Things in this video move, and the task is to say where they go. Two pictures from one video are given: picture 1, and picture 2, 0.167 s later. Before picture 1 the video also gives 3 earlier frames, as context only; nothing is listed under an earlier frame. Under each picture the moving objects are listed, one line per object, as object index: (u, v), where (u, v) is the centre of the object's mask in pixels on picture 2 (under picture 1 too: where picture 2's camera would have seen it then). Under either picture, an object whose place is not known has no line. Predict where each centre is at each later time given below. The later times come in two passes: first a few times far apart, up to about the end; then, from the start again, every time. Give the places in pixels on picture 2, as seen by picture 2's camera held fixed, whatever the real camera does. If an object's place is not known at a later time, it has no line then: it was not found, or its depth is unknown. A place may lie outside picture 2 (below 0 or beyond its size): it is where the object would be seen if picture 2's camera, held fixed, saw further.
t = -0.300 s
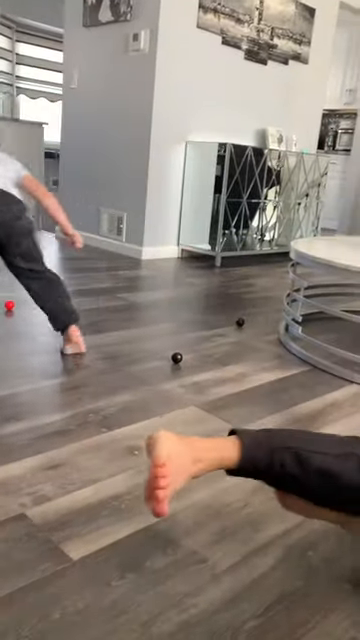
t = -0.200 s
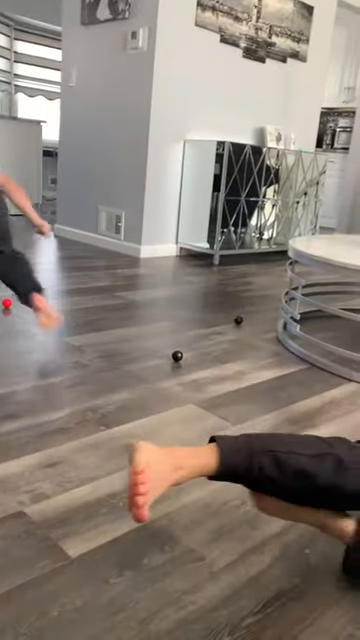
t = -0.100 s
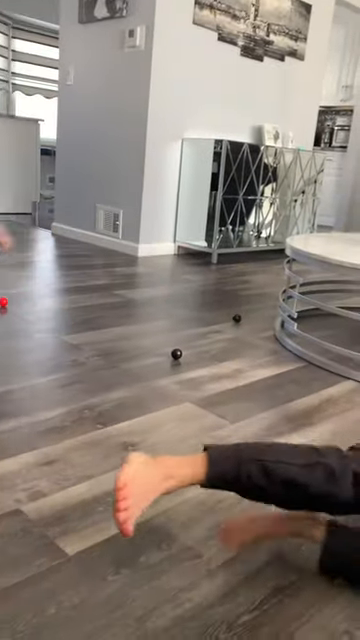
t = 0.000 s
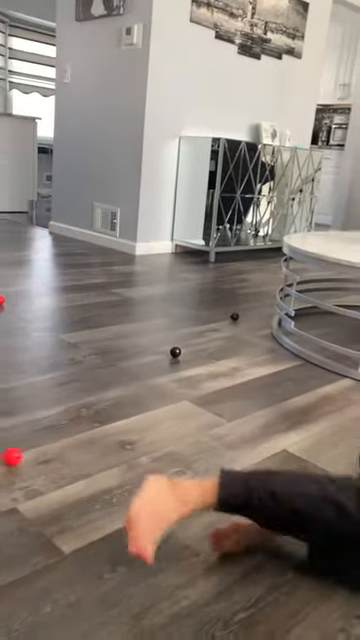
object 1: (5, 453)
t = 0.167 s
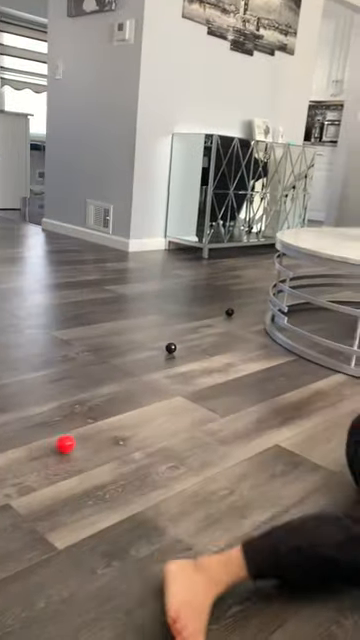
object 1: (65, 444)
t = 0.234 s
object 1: (87, 442)
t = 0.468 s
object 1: (161, 434)
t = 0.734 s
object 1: (237, 430)
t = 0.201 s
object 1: (76, 442)
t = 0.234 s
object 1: (87, 442)
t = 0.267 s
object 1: (99, 441)
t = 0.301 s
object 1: (109, 440)
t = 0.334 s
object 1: (119, 439)
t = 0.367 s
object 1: (130, 438)
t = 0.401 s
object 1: (141, 436)
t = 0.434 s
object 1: (151, 436)
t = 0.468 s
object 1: (161, 434)
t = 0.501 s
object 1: (170, 434)
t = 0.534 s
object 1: (180, 433)
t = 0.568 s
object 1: (190, 432)
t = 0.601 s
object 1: (200, 432)
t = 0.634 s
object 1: (209, 431)
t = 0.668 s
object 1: (218, 431)
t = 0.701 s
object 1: (227, 431)
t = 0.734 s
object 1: (237, 430)
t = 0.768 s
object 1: (245, 429)
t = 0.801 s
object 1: (254, 429)
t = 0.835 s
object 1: (262, 428)
